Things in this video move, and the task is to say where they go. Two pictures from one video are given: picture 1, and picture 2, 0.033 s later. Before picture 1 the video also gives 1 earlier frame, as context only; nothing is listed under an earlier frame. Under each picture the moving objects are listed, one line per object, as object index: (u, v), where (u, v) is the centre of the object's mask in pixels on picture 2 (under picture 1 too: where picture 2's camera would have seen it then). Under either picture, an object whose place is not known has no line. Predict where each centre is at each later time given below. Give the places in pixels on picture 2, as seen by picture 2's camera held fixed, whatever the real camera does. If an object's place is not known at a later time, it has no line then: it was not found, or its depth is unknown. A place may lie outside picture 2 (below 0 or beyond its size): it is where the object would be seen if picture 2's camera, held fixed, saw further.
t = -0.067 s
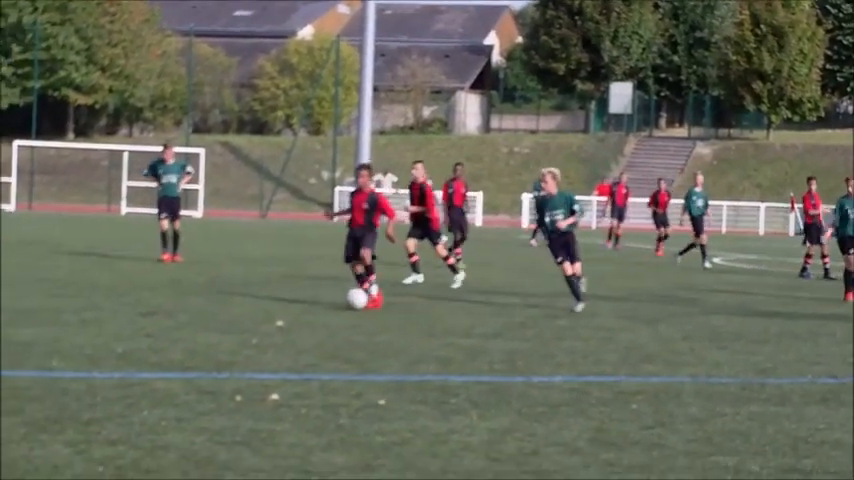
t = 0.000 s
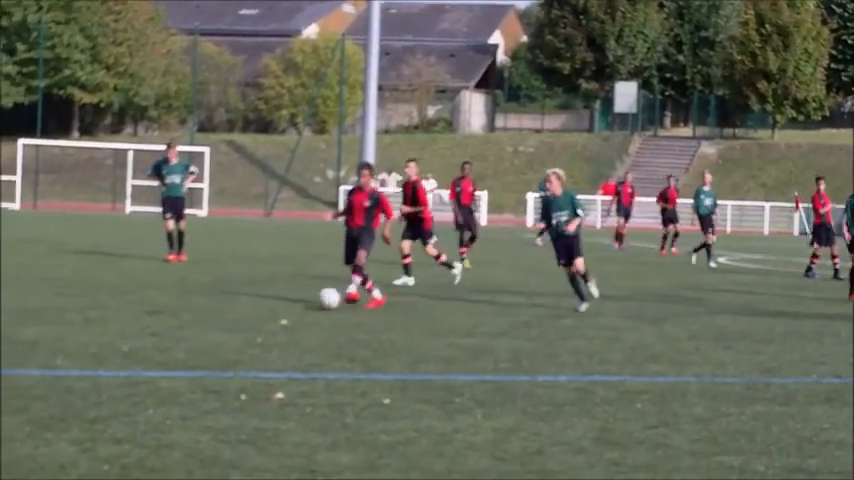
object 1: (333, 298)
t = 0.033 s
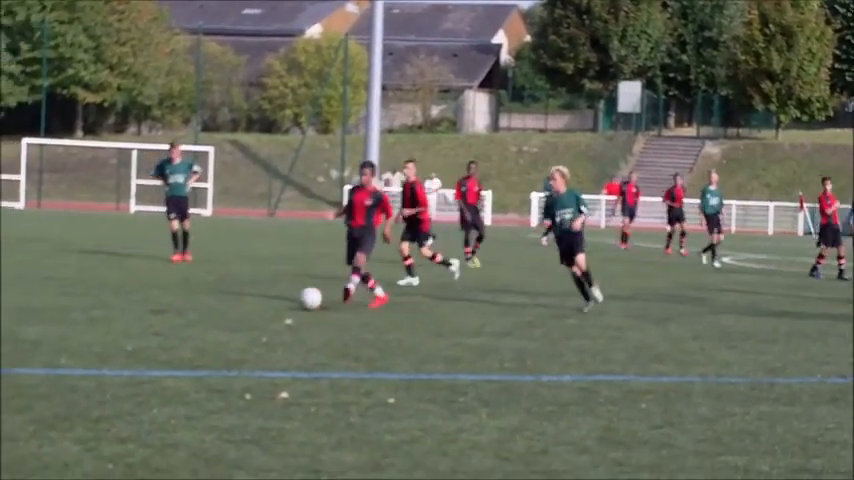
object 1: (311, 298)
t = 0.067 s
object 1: (287, 298)
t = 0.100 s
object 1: (265, 300)
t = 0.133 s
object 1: (243, 299)
